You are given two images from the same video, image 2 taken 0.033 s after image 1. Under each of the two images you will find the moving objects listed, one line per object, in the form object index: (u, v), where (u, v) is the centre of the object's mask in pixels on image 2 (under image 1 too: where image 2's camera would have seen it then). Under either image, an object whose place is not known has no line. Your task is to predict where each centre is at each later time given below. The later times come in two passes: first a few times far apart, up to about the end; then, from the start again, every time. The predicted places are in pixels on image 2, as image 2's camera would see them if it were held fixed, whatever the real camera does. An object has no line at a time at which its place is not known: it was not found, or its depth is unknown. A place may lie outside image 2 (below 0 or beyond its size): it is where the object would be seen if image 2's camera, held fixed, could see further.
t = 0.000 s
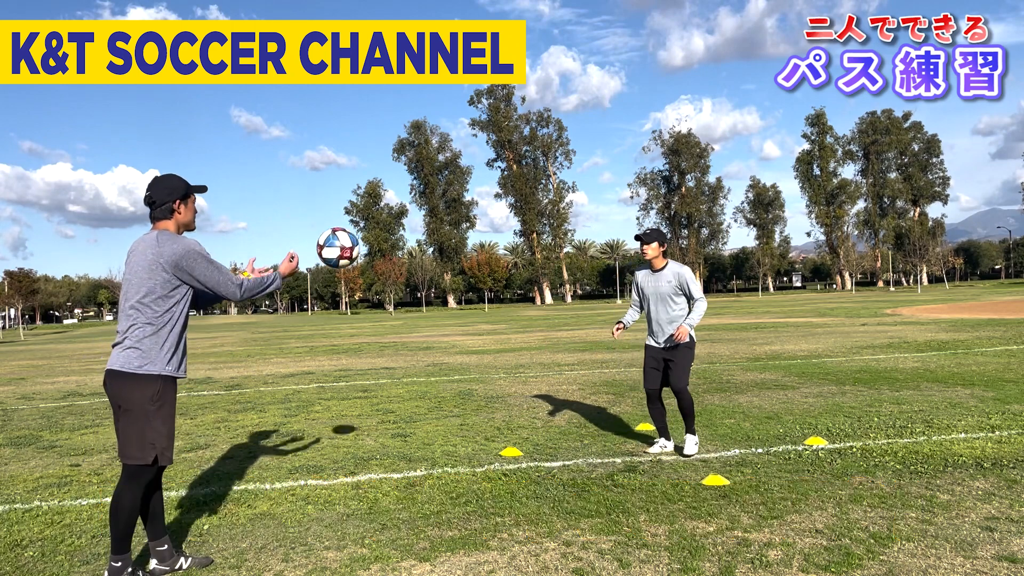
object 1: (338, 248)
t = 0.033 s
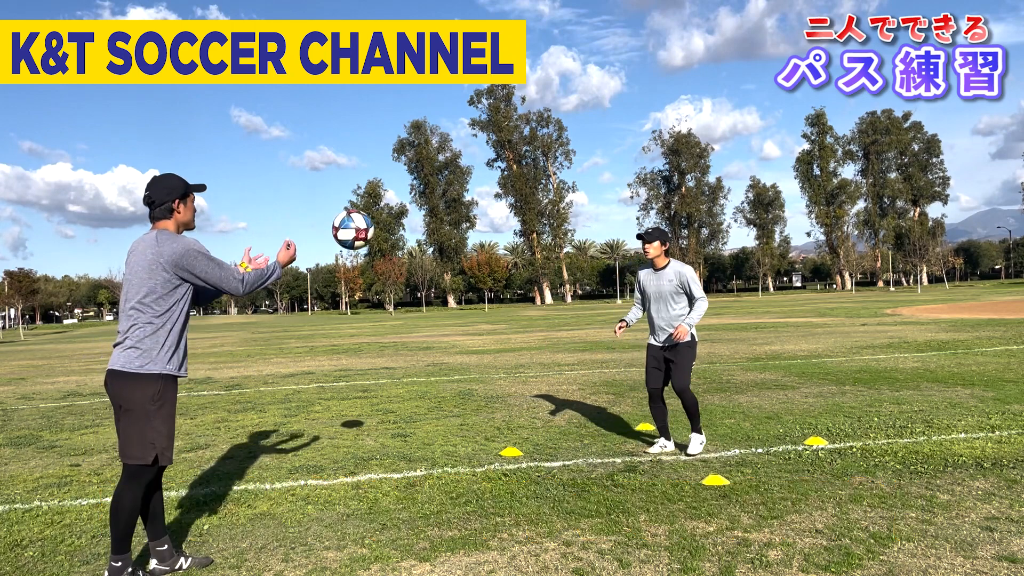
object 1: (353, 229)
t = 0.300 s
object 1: (455, 169)
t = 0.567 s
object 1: (536, 224)
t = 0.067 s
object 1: (367, 214)
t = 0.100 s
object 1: (381, 200)
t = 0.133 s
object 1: (395, 190)
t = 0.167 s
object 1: (407, 182)
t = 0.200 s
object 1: (419, 176)
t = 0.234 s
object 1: (431, 171)
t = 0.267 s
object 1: (443, 169)
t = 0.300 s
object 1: (455, 169)
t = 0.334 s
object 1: (466, 171)
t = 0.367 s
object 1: (477, 174)
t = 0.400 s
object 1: (487, 178)
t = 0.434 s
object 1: (497, 185)
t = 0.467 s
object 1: (507, 192)
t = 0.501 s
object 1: (517, 202)
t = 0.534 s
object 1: (526, 212)
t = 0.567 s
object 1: (536, 224)
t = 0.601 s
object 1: (546, 237)
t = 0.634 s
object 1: (554, 251)
